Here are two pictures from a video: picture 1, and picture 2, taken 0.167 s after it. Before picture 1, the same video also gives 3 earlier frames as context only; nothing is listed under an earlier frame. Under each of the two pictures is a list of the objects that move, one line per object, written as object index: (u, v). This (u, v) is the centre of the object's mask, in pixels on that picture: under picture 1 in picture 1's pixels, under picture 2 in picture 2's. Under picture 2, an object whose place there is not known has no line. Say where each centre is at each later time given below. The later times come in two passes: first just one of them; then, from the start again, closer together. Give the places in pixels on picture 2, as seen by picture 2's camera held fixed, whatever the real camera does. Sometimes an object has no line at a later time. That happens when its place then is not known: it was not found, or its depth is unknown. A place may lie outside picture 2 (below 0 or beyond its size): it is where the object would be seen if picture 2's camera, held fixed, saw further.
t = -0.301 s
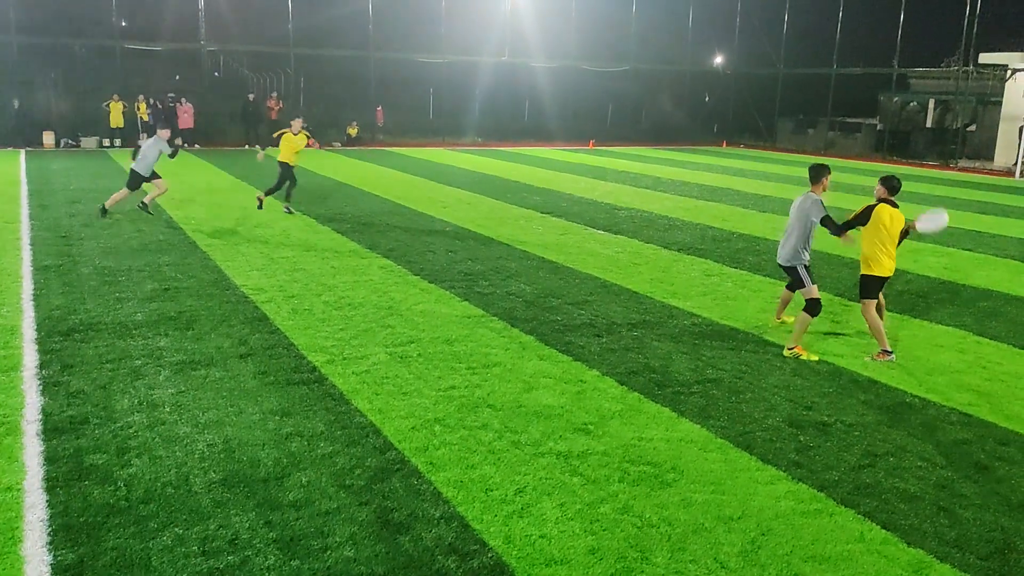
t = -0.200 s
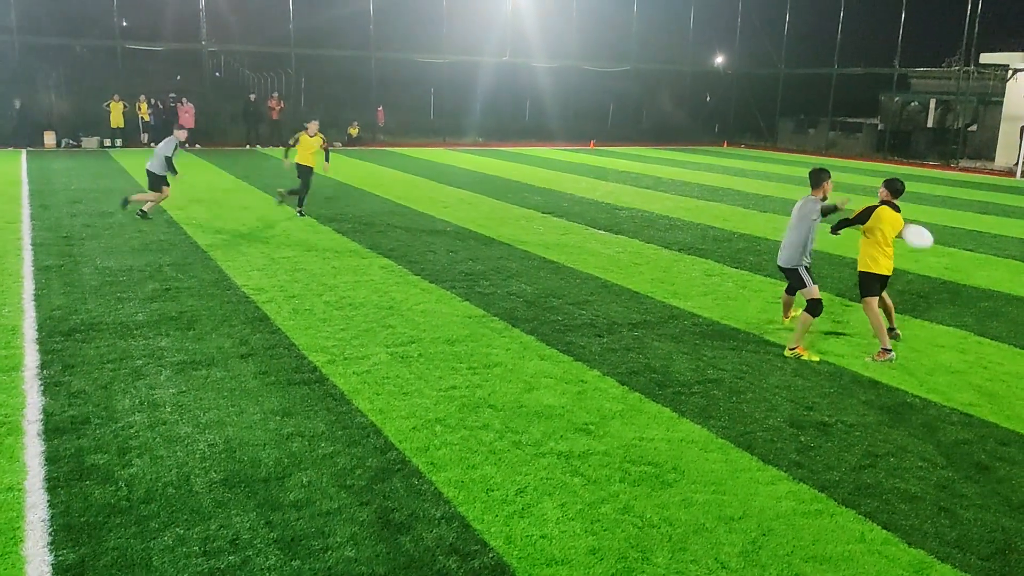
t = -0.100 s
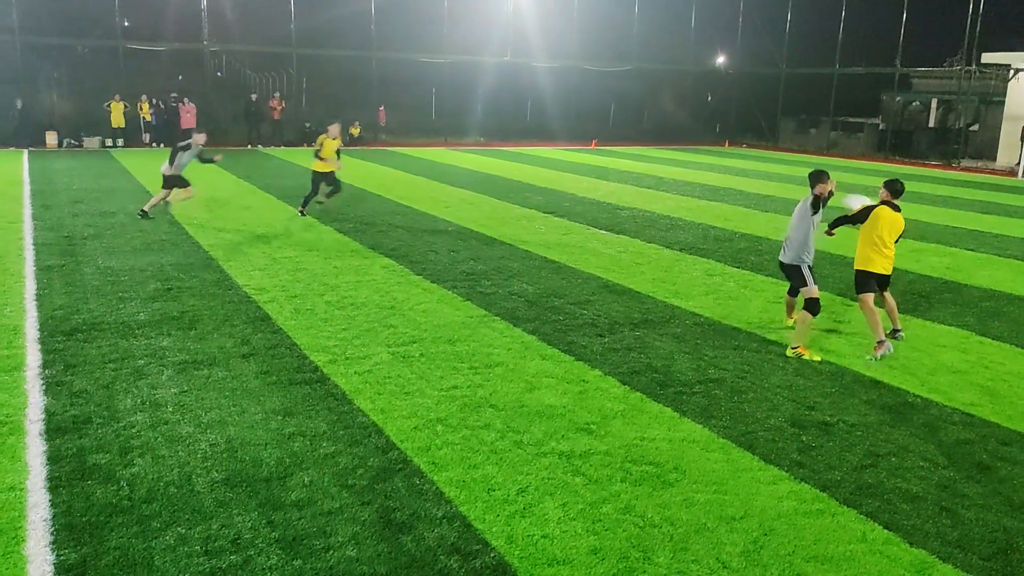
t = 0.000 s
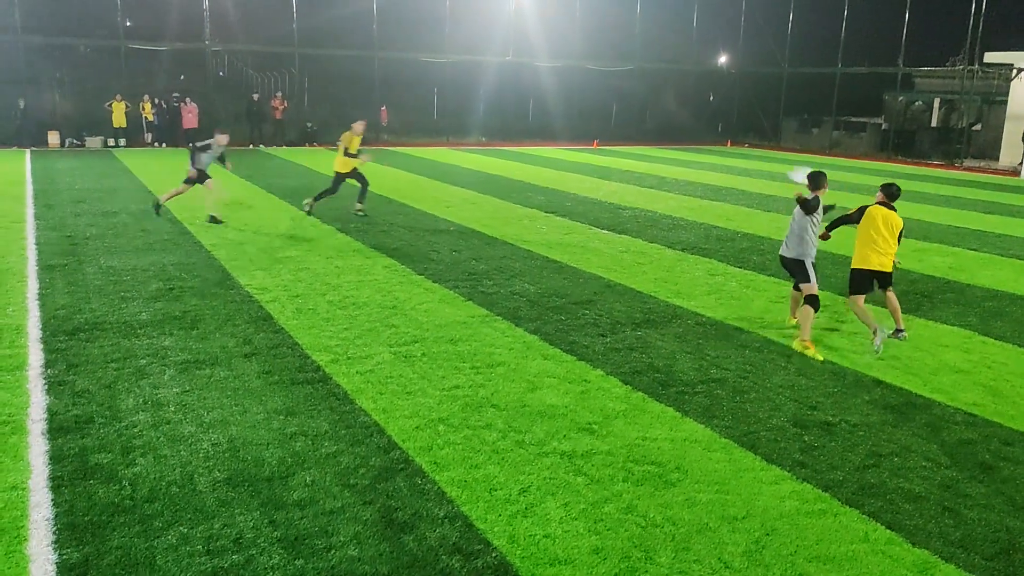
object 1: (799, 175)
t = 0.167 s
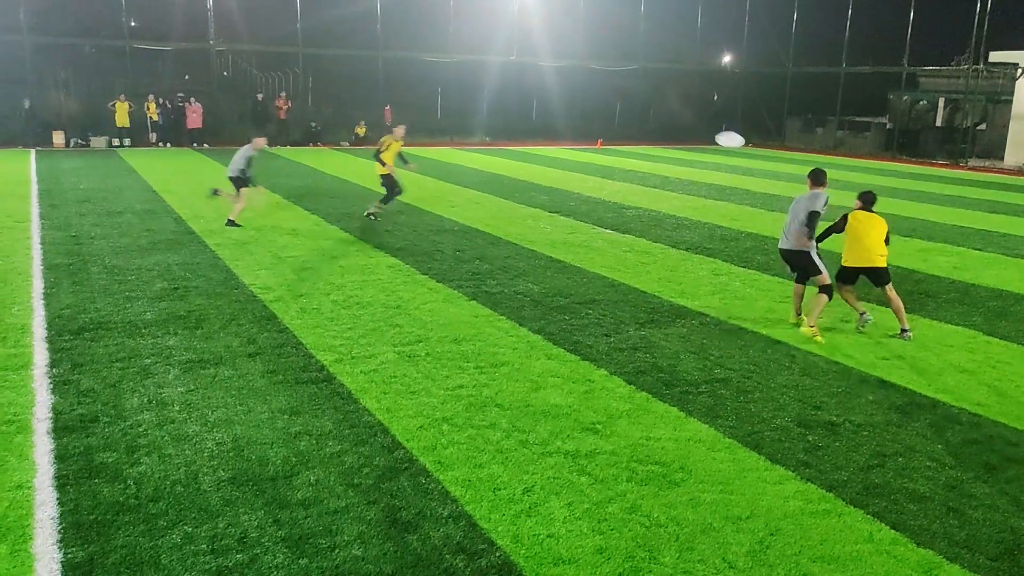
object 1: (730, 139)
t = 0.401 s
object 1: (641, 109)
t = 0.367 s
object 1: (653, 112)
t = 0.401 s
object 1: (641, 109)
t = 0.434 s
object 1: (630, 106)
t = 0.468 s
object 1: (619, 103)
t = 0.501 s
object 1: (608, 101)
